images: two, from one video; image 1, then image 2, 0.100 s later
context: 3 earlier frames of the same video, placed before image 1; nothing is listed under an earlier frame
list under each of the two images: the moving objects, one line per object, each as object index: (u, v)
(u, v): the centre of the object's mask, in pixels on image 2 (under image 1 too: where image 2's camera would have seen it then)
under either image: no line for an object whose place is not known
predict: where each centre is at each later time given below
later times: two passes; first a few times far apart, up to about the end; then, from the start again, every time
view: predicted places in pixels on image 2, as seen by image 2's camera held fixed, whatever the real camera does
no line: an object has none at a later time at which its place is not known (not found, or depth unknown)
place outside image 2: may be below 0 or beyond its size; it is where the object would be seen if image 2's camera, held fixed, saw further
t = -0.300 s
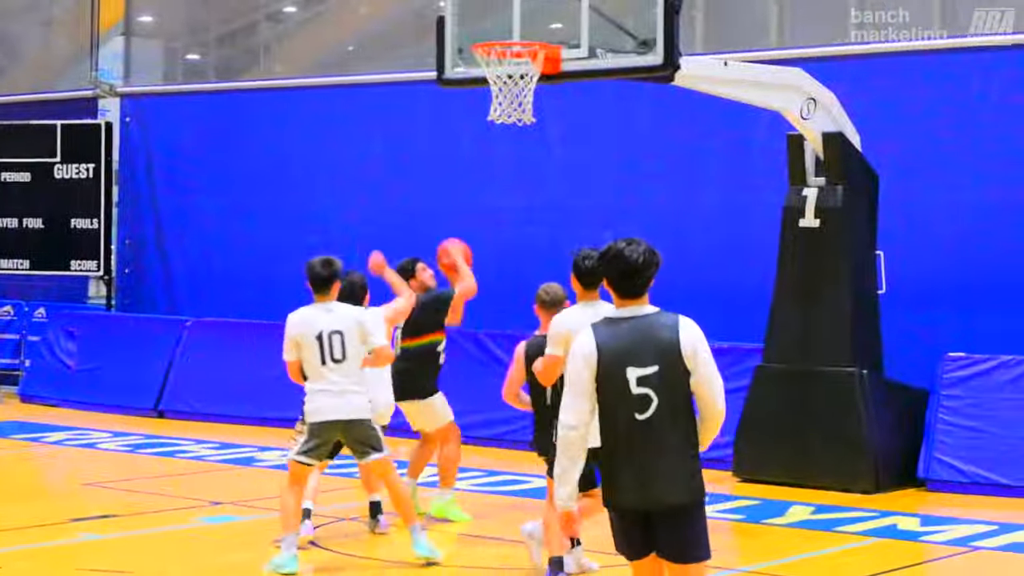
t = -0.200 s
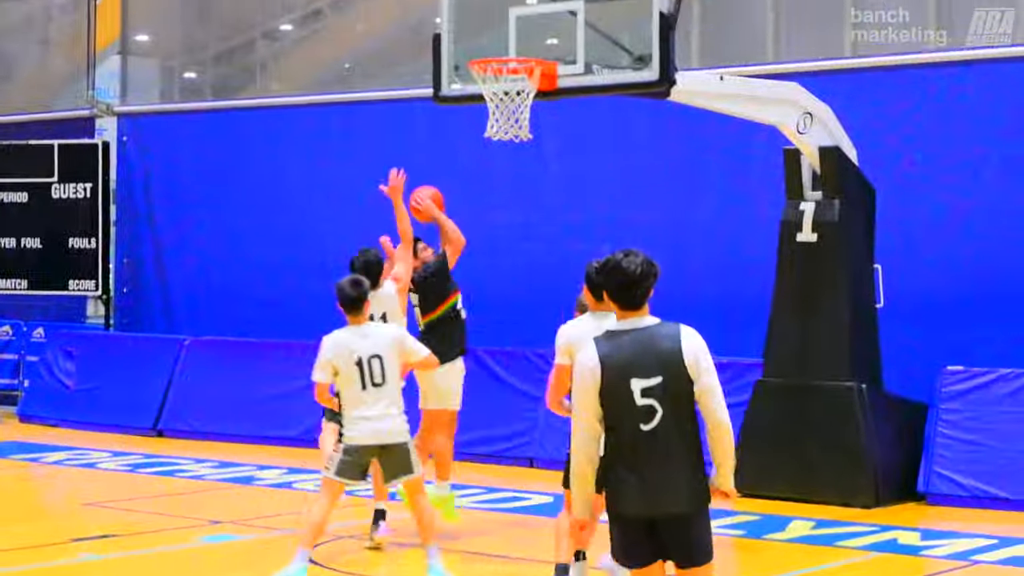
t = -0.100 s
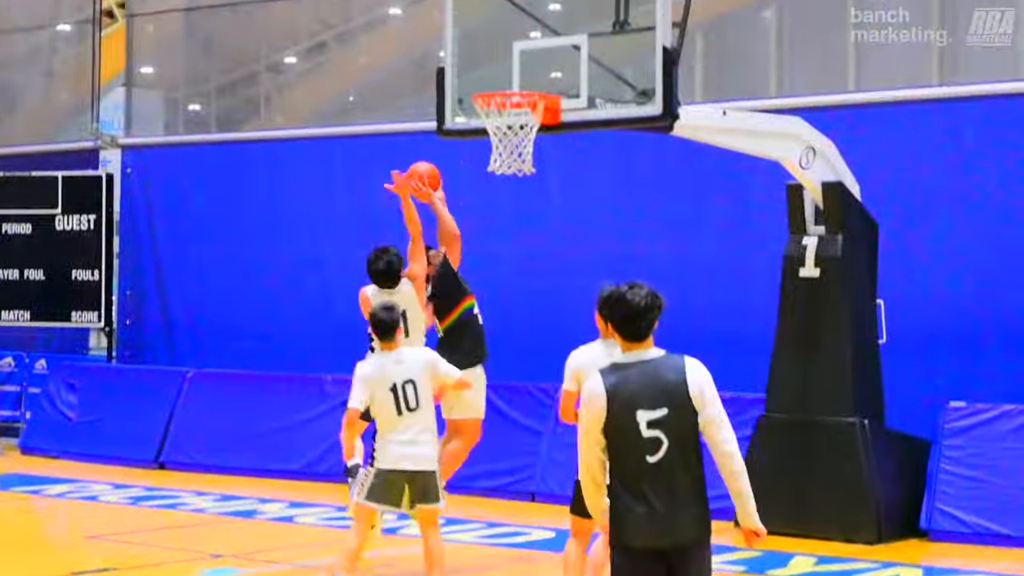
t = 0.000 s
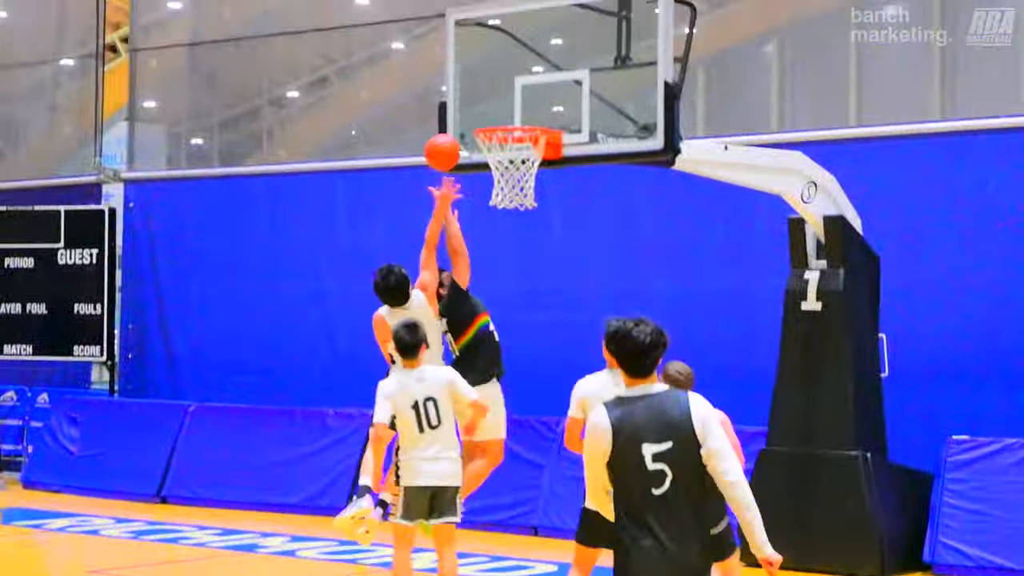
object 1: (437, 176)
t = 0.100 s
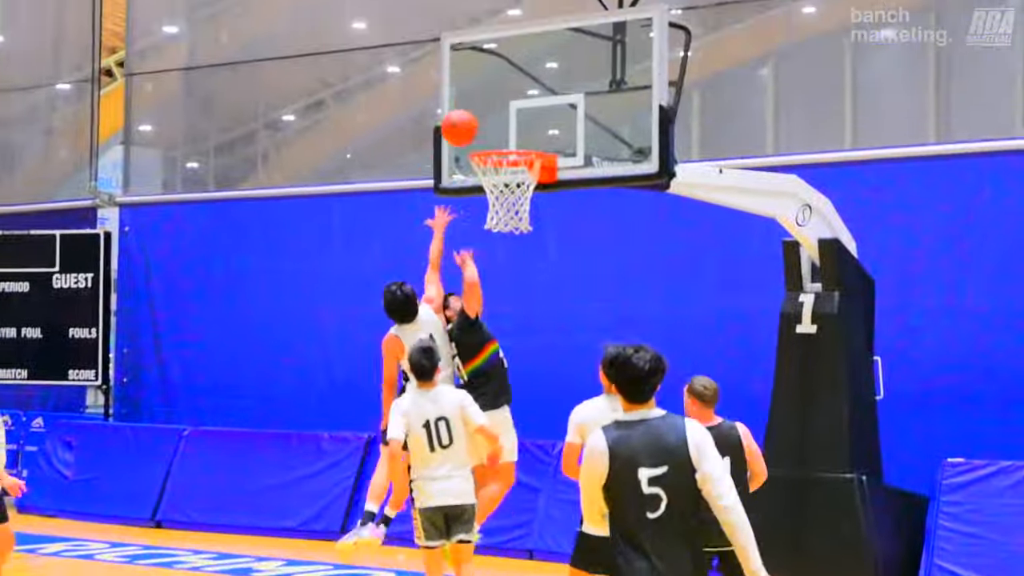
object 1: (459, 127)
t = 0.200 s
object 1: (481, 93)
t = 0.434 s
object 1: (507, 103)
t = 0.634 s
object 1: (523, 171)
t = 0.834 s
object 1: (513, 228)
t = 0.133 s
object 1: (467, 114)
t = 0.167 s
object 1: (474, 103)
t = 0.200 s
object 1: (481, 93)
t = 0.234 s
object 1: (488, 86)
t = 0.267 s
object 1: (491, 85)
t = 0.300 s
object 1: (493, 85)
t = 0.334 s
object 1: (497, 87)
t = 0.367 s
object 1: (500, 91)
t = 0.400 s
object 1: (504, 96)
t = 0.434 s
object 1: (507, 103)
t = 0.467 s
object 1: (510, 111)
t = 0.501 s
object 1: (513, 122)
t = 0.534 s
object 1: (517, 133)
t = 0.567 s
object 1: (520, 140)
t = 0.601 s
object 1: (521, 145)
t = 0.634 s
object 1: (523, 171)
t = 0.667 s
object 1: (524, 183)
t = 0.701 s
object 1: (525, 197)
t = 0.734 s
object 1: (522, 201)
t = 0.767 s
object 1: (519, 215)
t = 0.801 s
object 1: (517, 217)
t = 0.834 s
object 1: (513, 228)
